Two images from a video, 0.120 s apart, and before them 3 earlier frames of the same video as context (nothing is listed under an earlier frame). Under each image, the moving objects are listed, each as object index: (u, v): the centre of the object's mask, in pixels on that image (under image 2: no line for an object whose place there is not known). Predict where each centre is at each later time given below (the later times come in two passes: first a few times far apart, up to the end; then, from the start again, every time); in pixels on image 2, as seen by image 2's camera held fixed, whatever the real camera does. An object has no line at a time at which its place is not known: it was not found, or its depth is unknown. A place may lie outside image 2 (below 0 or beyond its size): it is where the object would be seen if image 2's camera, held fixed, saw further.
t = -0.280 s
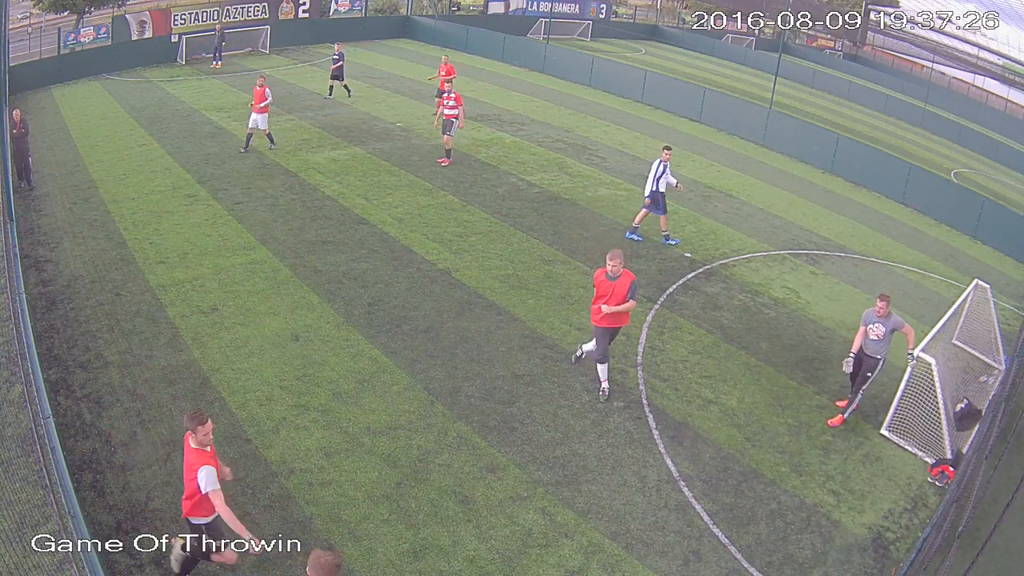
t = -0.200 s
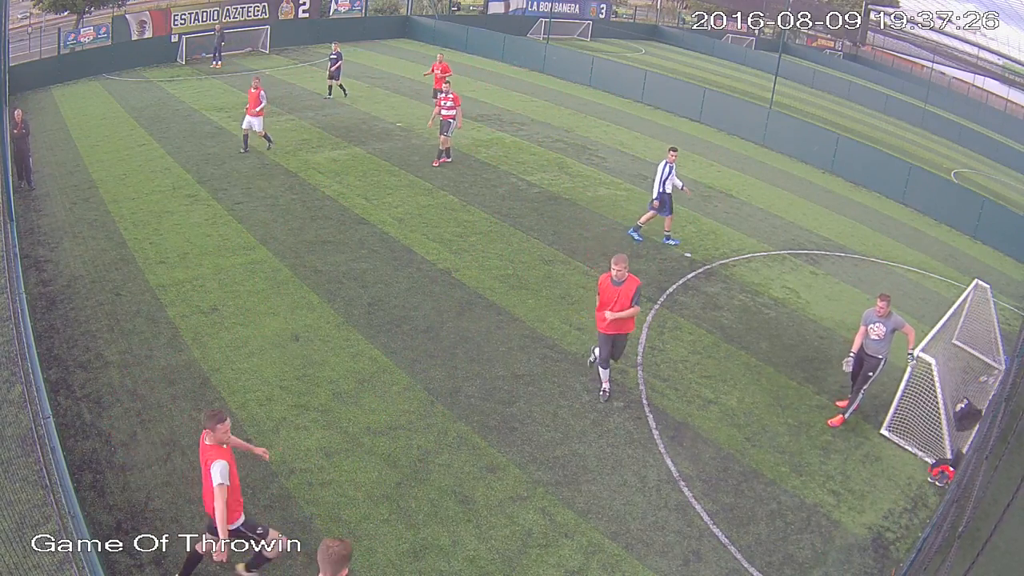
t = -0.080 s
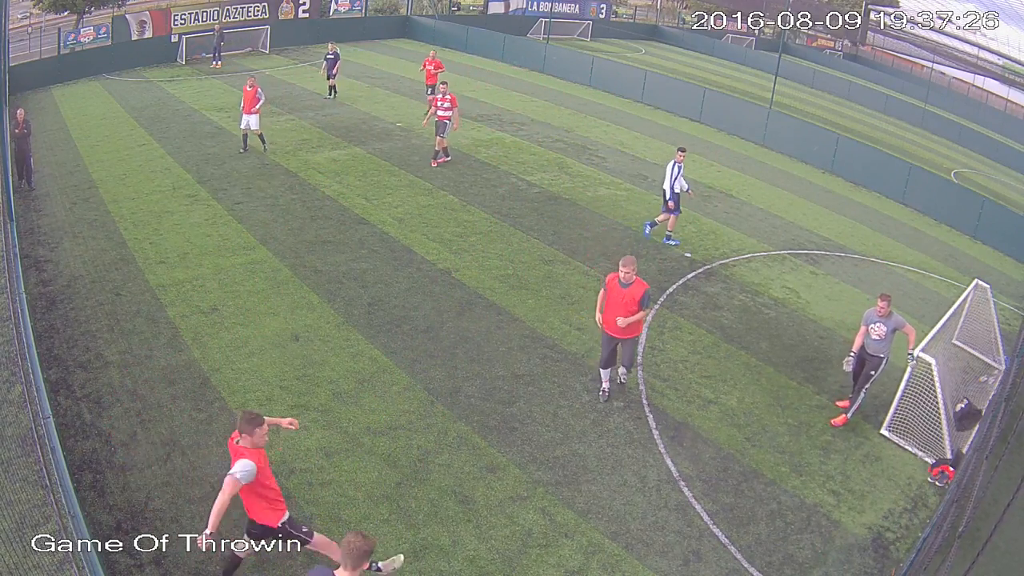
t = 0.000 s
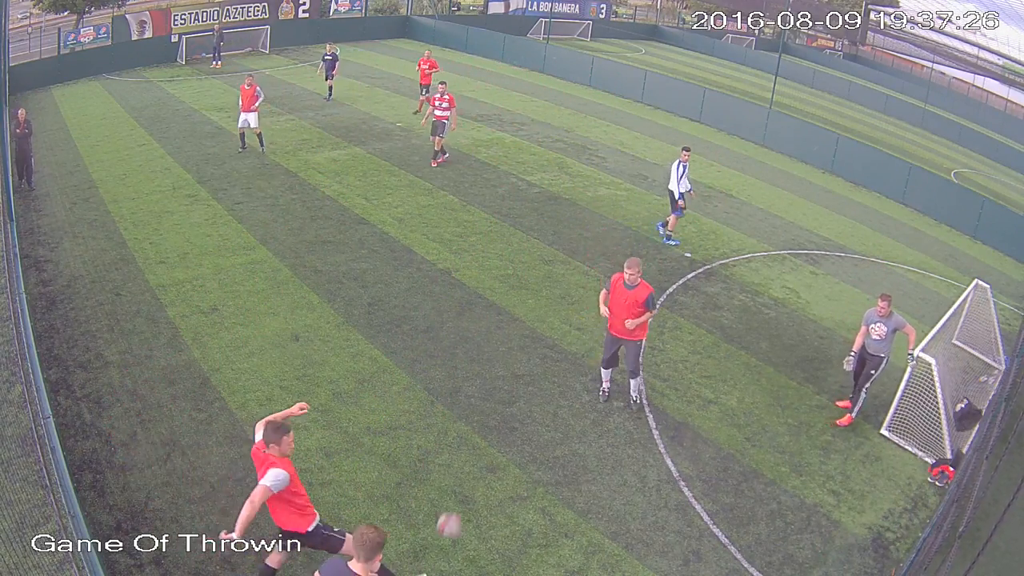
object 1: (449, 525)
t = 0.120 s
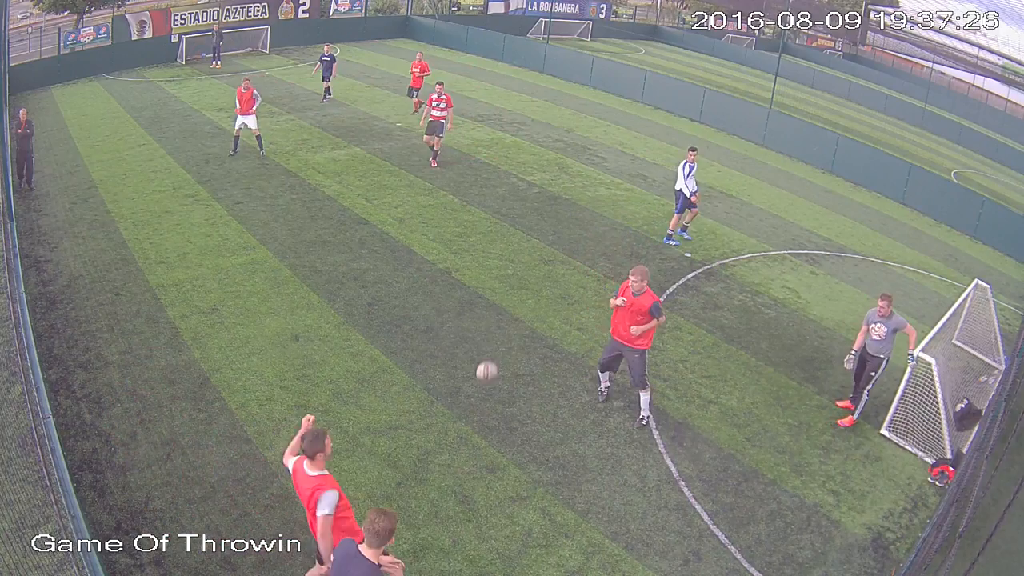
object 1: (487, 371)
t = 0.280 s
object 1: (511, 264)
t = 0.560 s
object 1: (524, 181)
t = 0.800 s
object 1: (526, 143)
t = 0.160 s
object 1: (495, 336)
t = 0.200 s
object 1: (501, 307)
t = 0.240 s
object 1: (507, 283)
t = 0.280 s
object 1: (511, 264)
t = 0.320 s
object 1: (514, 249)
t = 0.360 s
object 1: (517, 237)
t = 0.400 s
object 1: (518, 227)
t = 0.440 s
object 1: (520, 219)
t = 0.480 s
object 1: (521, 205)
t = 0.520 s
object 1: (523, 192)
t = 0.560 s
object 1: (524, 181)
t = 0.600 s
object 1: (525, 171)
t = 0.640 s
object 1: (525, 162)
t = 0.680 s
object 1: (526, 156)
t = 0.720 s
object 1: (526, 150)
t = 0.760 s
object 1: (526, 145)
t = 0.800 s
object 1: (526, 143)
